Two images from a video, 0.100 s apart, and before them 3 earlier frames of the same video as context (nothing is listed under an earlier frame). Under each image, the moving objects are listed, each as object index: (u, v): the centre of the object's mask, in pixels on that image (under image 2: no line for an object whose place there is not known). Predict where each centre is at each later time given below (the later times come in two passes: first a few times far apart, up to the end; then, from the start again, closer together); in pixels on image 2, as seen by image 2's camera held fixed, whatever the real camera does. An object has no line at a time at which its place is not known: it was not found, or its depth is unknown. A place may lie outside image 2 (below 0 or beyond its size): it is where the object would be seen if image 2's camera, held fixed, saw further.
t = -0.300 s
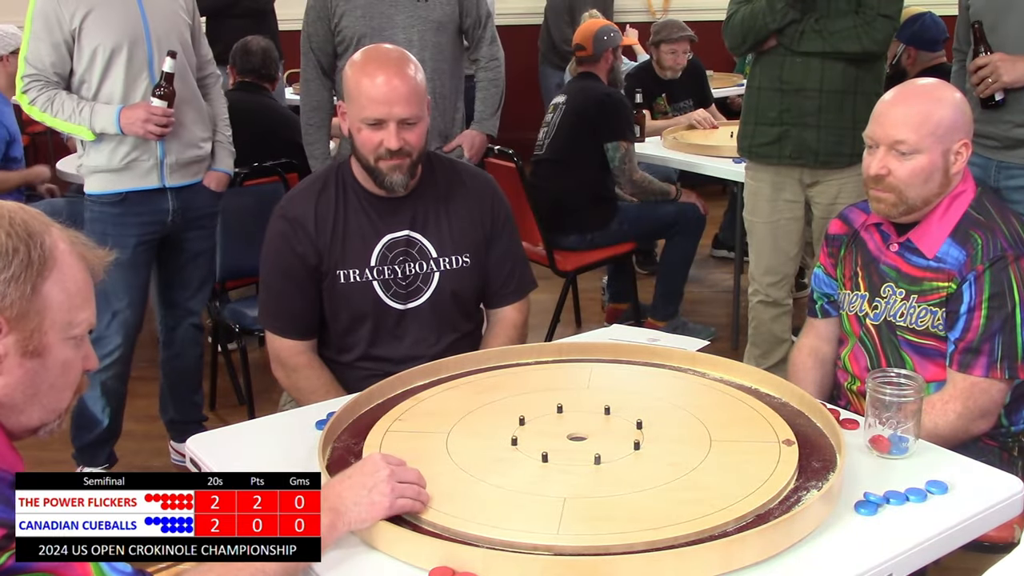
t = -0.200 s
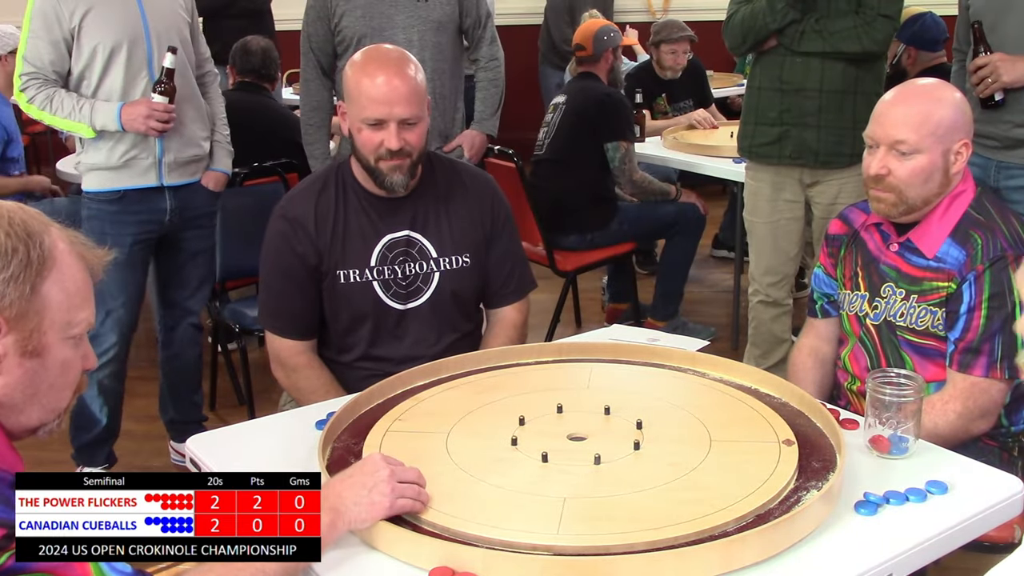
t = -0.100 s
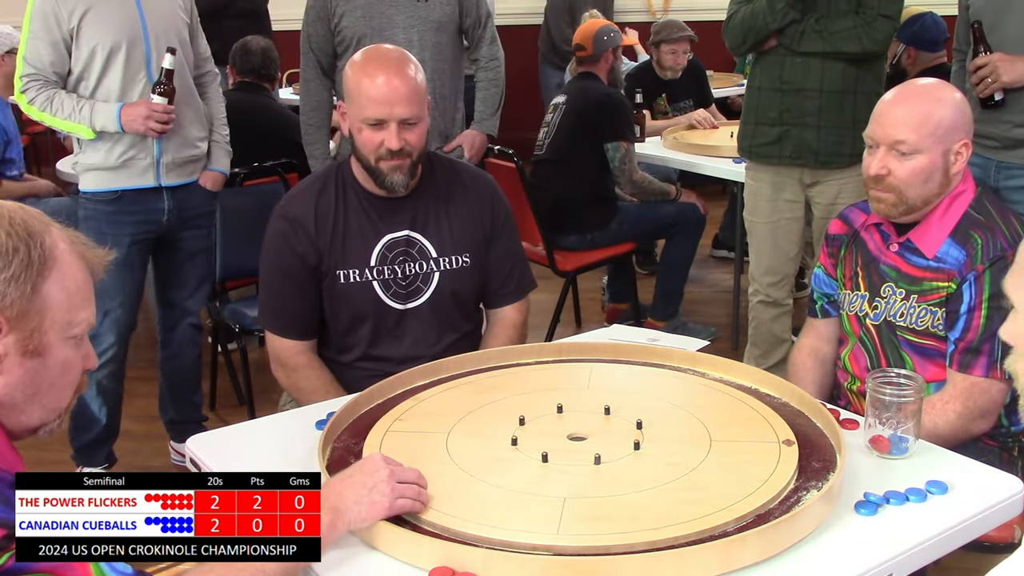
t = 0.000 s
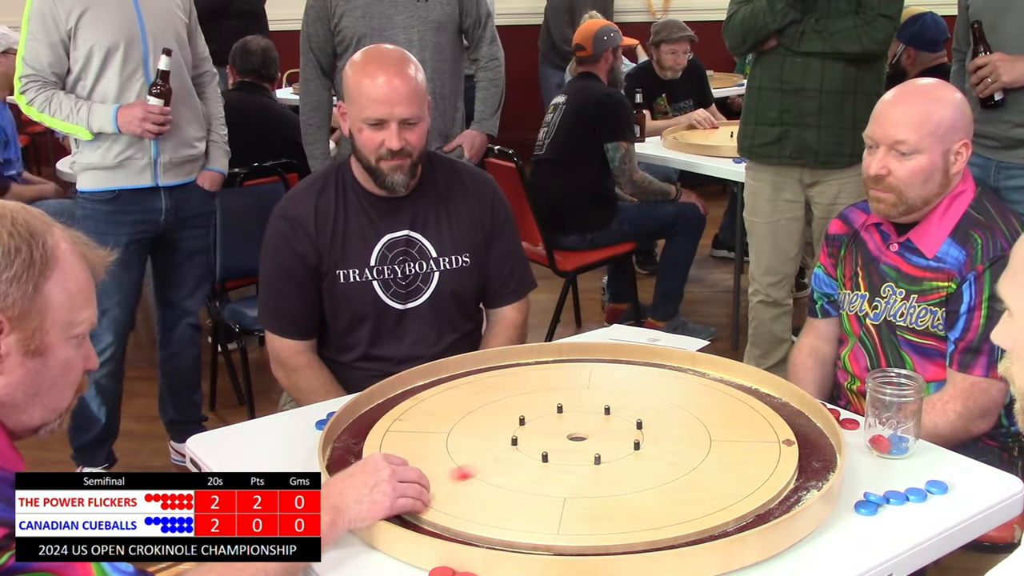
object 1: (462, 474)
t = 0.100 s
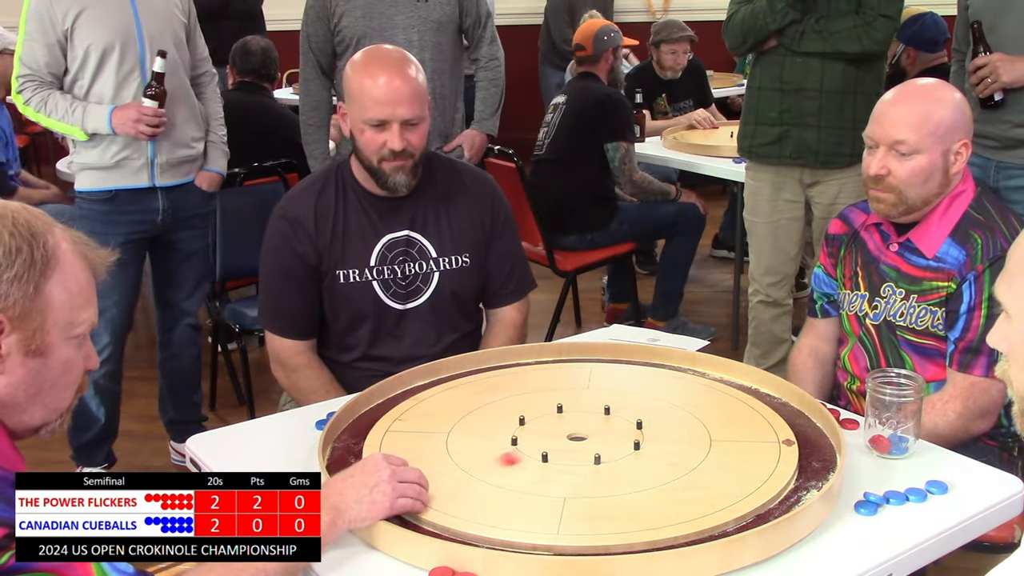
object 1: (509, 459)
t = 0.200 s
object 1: (548, 446)
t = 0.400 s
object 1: (596, 430)
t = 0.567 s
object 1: (609, 423)
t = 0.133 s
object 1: (523, 454)
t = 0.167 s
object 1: (535, 450)
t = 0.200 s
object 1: (548, 446)
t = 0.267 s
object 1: (569, 439)
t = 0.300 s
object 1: (578, 437)
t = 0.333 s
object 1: (585, 434)
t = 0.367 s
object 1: (591, 431)
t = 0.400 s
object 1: (596, 430)
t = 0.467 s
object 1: (603, 426)
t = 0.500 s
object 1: (606, 424)
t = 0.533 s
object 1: (607, 423)
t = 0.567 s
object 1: (609, 423)
